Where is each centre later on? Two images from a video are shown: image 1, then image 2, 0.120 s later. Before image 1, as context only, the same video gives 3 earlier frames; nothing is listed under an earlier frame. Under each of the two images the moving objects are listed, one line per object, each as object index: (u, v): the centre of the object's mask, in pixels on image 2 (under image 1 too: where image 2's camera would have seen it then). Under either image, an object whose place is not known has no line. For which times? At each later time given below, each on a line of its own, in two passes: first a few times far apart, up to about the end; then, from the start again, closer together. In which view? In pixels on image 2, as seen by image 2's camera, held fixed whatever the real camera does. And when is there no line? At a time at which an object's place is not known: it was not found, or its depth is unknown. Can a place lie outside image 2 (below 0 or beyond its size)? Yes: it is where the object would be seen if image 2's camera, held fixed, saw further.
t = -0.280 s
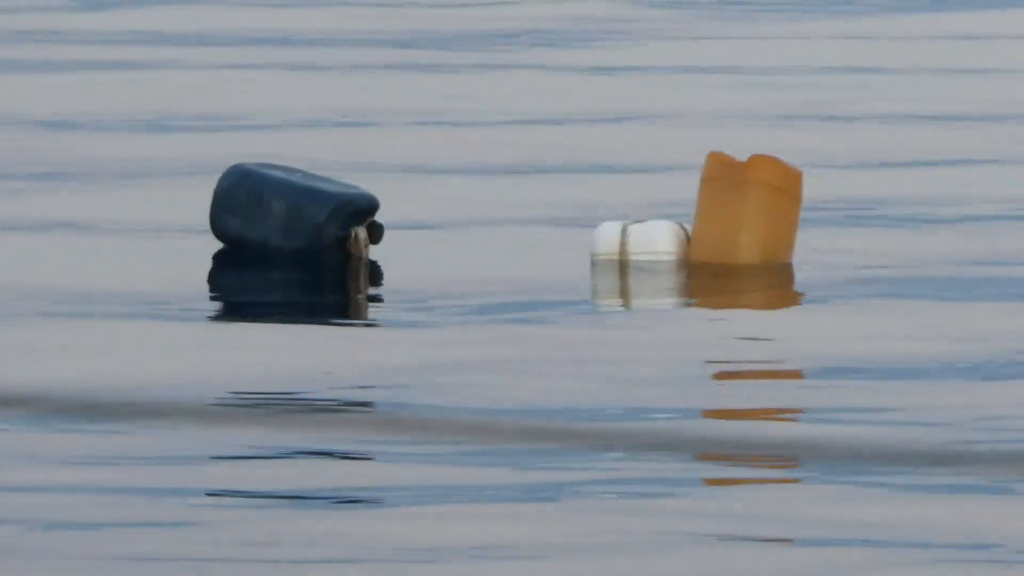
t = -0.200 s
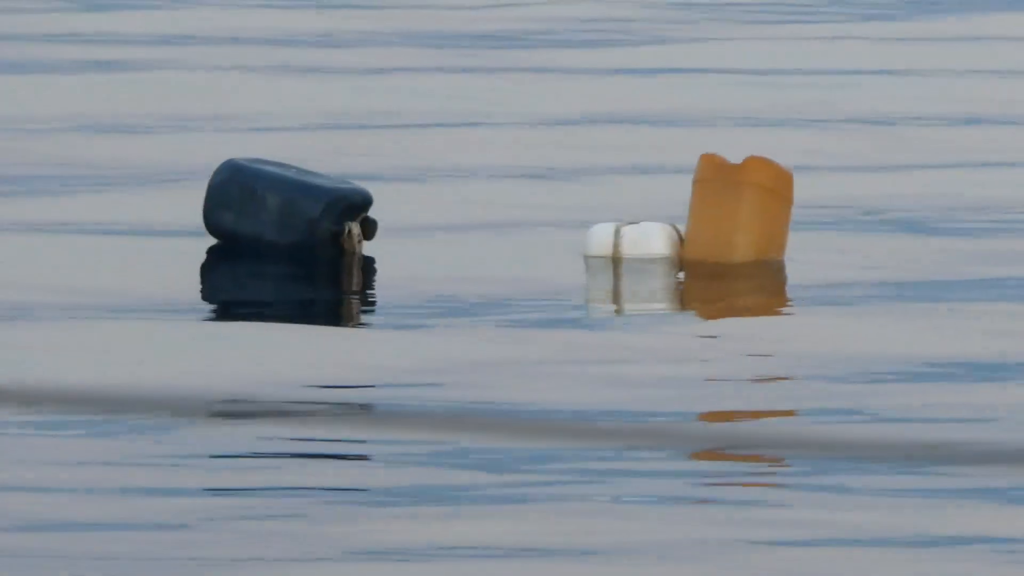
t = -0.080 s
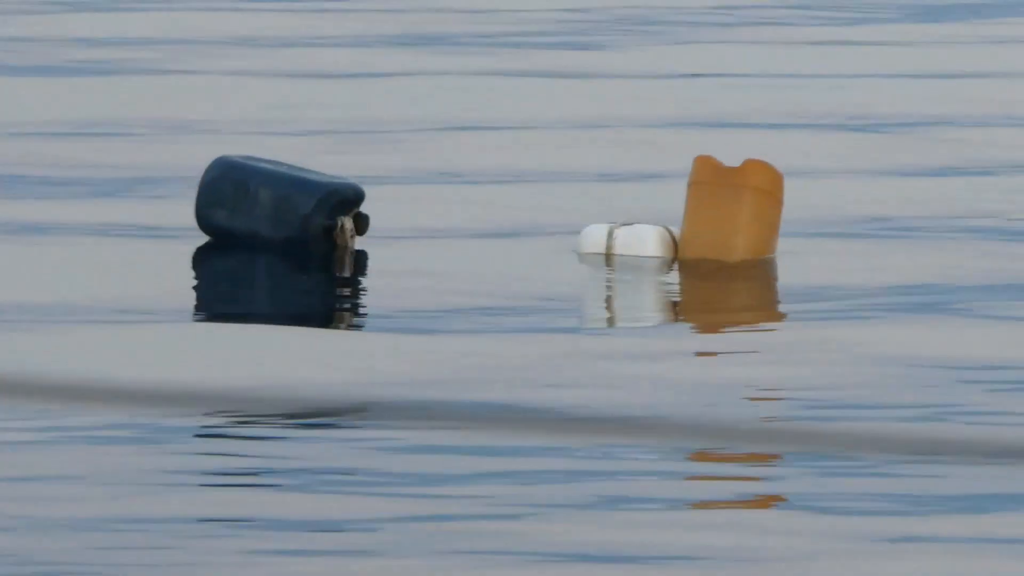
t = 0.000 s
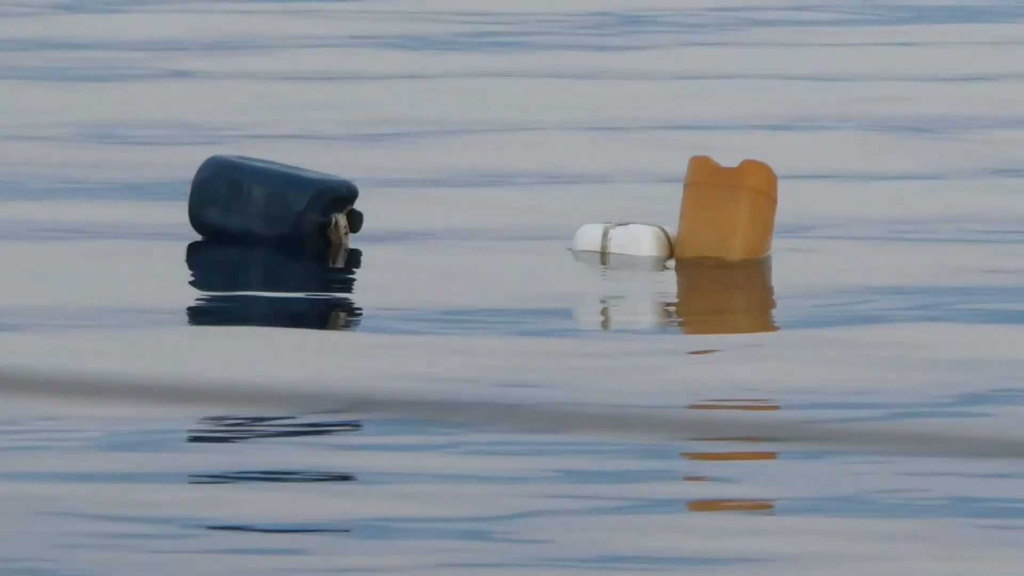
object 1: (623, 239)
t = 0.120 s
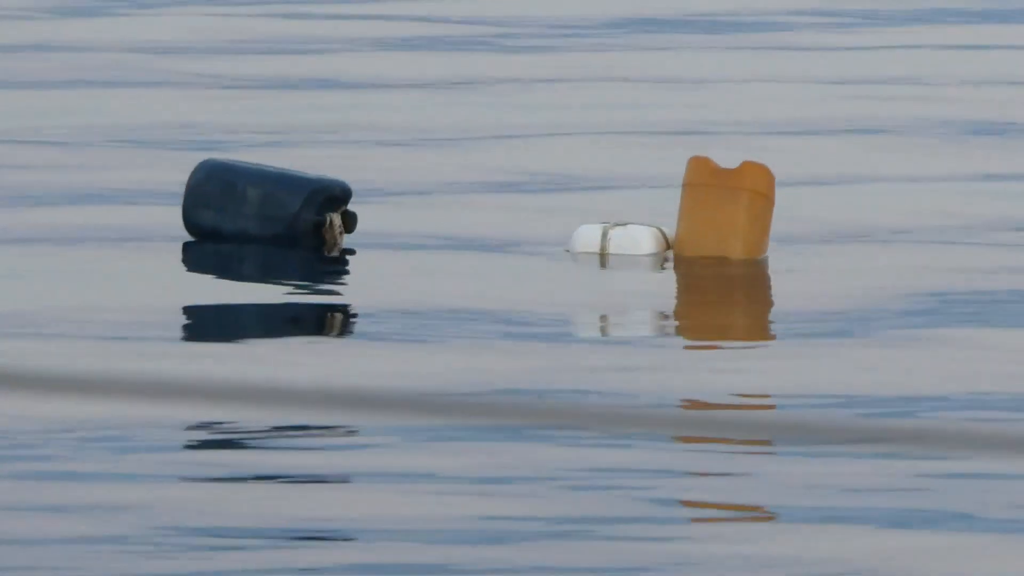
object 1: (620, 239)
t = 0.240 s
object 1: (621, 241)
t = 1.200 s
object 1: (620, 233)
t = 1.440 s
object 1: (620, 238)
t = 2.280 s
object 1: (618, 231)
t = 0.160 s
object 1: (621, 240)
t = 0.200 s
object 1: (620, 240)
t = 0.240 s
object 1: (621, 241)
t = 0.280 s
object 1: (621, 241)
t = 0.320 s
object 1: (620, 241)
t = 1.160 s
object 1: (620, 233)
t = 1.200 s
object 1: (620, 233)
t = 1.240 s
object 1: (621, 234)
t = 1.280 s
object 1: (621, 235)
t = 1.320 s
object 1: (621, 235)
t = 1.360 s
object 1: (622, 237)
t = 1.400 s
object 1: (621, 237)
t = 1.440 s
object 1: (620, 238)
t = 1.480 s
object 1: (620, 239)
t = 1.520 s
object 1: (620, 239)
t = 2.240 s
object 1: (618, 231)
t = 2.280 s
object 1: (618, 231)
